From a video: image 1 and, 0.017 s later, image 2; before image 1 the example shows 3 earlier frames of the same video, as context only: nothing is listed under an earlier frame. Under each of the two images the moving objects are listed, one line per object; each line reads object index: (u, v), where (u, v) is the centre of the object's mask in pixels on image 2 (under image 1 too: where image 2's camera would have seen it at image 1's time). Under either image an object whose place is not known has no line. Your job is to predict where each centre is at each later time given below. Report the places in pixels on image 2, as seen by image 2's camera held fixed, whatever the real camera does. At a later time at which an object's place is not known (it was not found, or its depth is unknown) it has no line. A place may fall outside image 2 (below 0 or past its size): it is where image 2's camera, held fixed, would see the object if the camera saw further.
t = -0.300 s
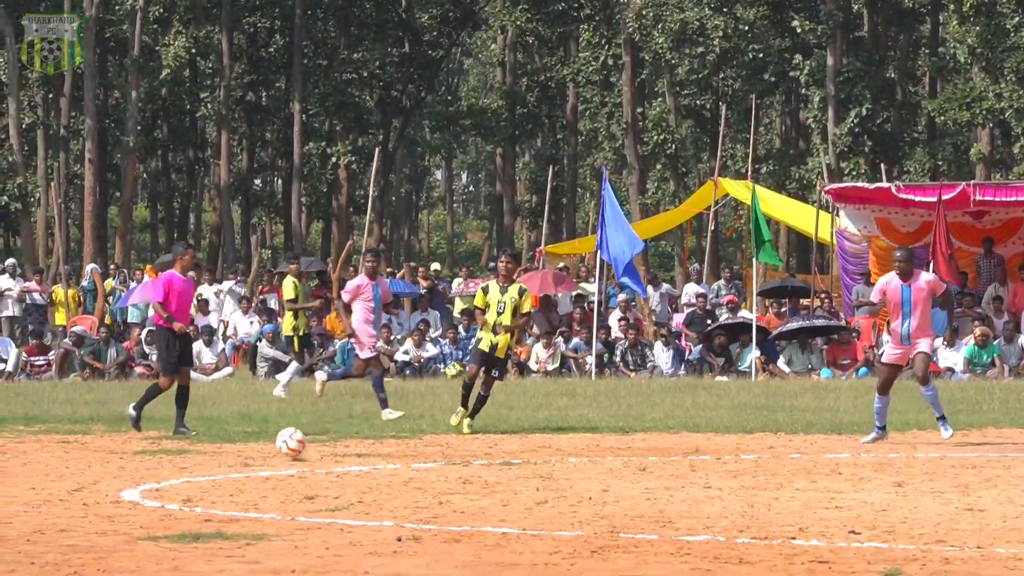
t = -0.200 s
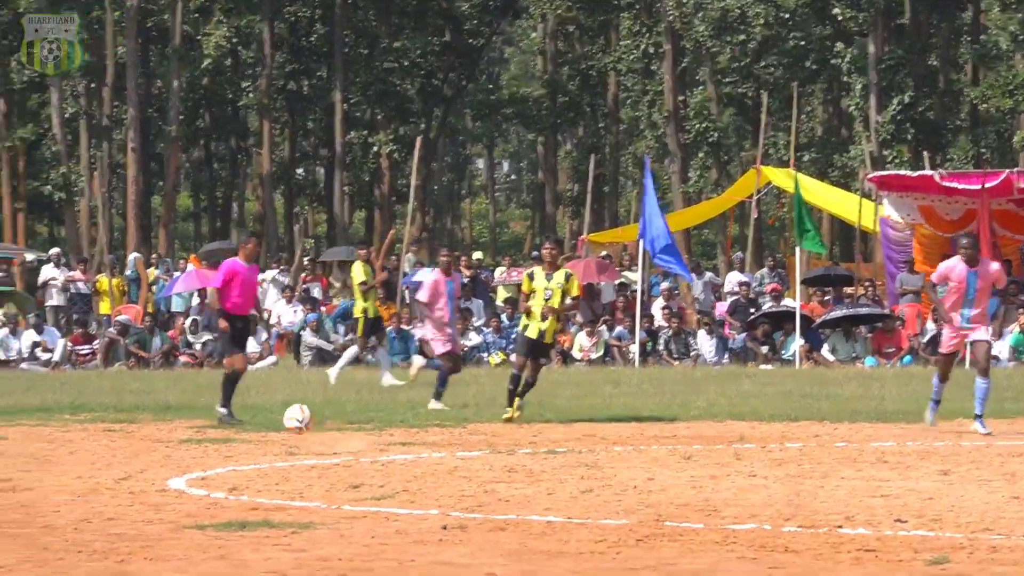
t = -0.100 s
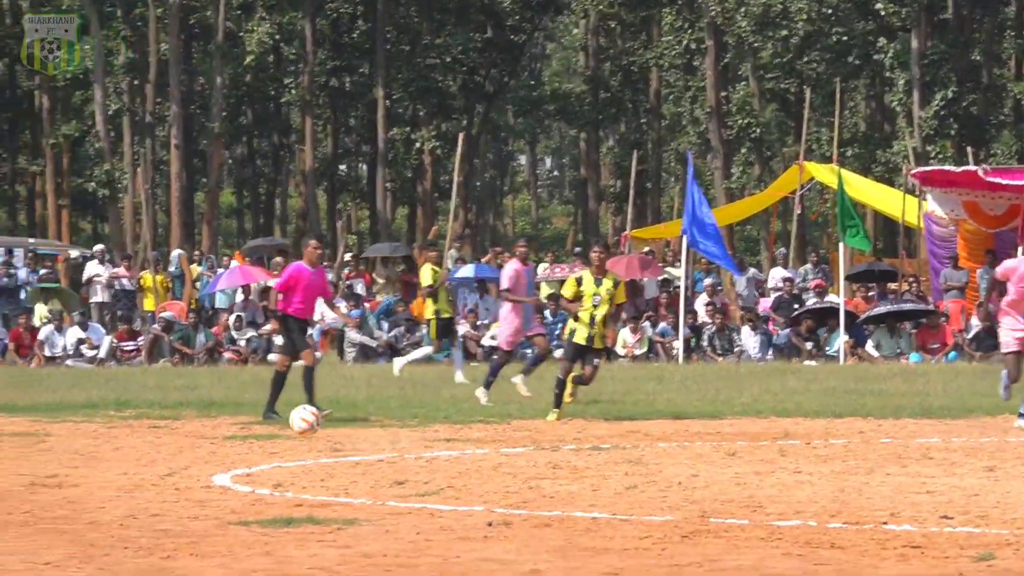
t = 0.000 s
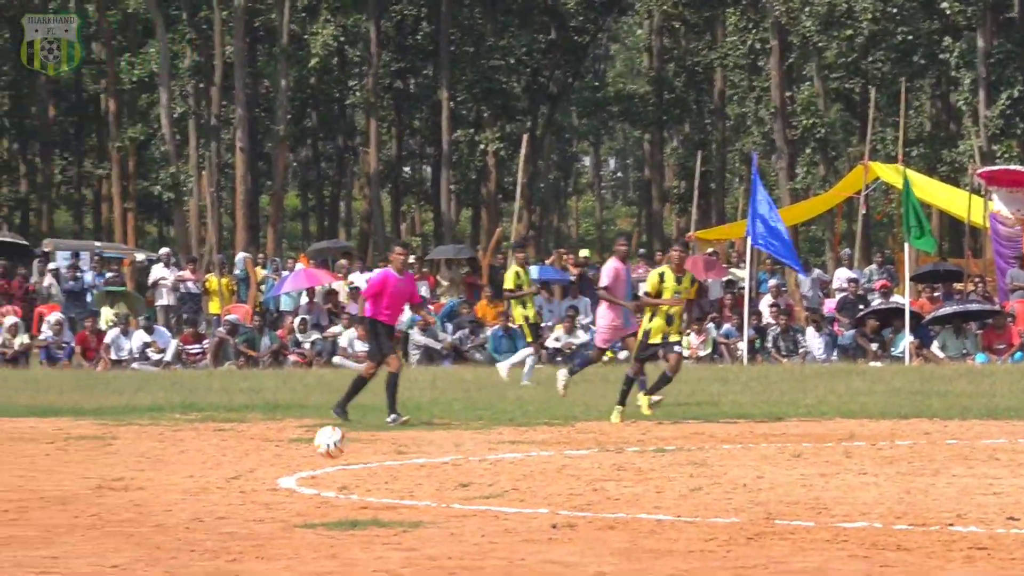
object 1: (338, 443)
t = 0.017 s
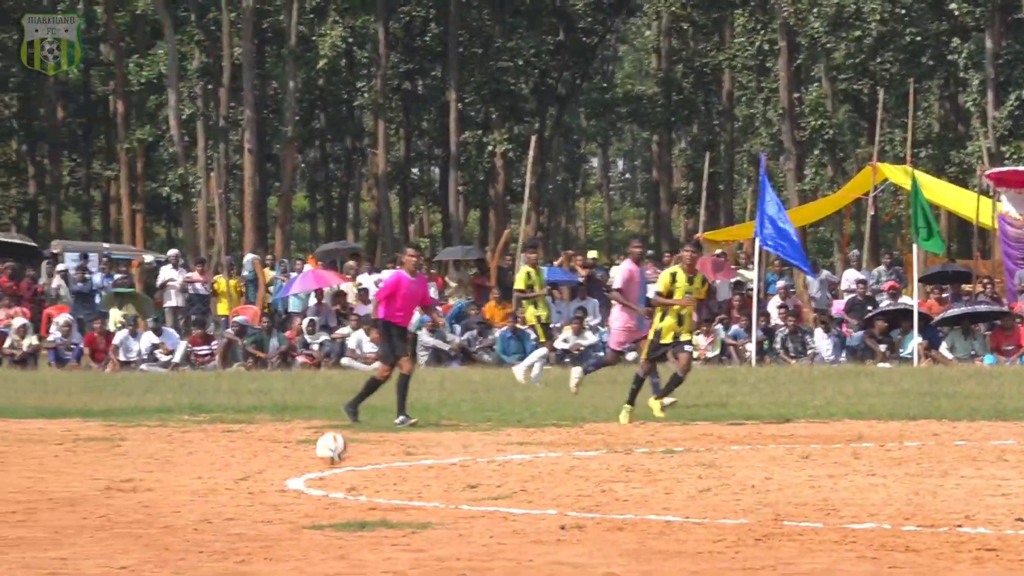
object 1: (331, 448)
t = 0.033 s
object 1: (326, 452)
